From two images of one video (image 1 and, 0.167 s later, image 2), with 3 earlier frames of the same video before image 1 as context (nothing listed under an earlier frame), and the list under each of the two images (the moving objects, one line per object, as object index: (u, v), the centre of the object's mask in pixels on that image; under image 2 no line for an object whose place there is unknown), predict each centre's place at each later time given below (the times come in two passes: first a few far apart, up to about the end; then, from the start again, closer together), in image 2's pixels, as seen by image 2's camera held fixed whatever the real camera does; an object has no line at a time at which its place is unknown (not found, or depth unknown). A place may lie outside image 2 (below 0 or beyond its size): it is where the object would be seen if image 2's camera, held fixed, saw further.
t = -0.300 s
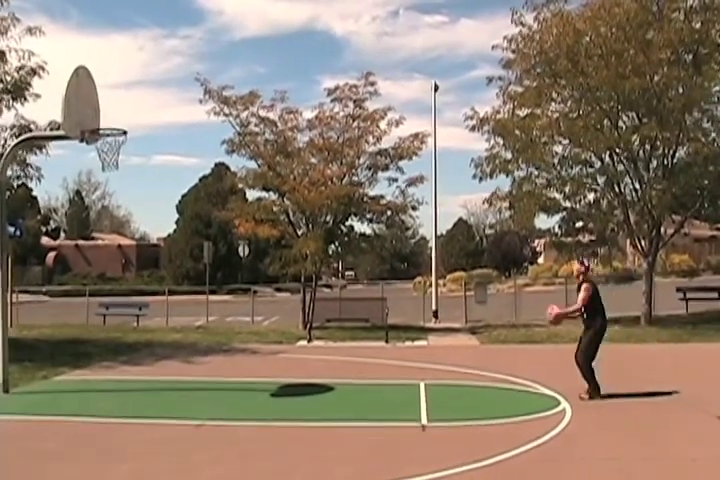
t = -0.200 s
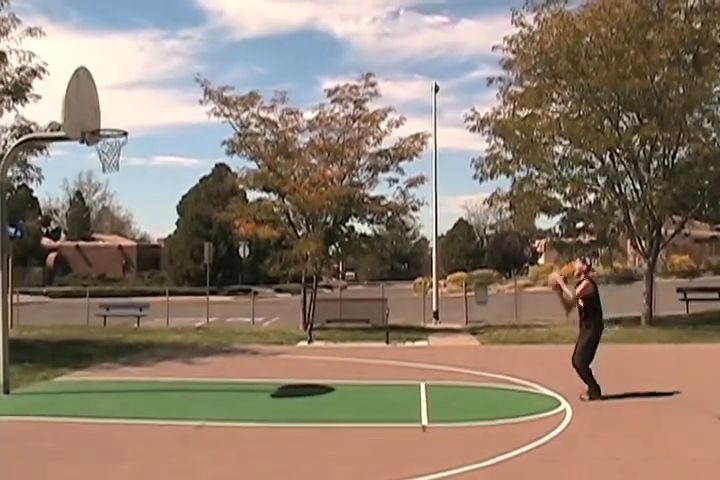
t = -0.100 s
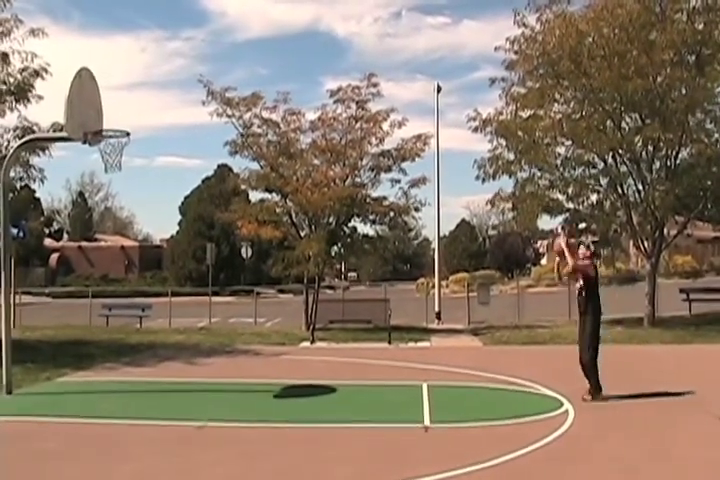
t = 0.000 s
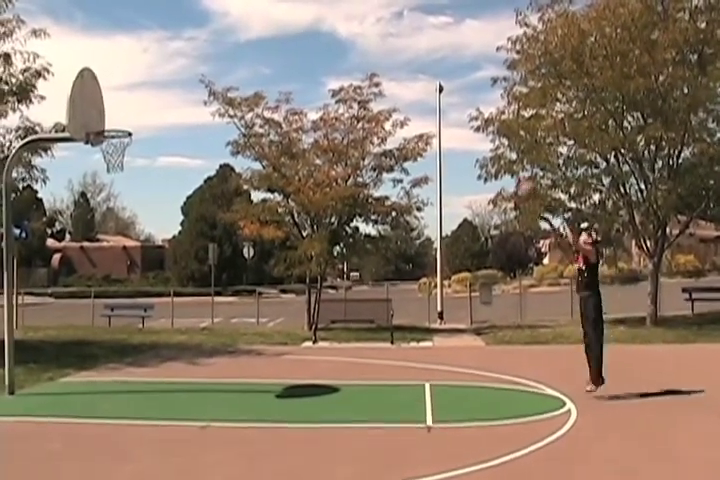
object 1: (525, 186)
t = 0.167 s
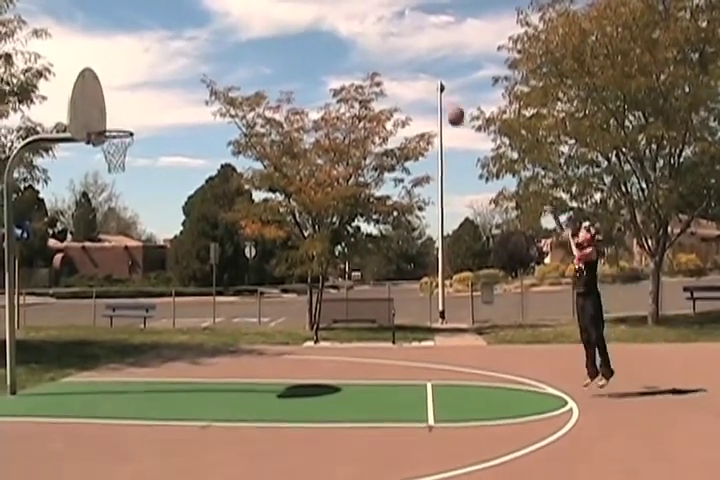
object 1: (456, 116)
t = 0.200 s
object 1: (441, 104)
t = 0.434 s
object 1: (342, 52)
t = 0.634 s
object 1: (261, 45)
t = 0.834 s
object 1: (182, 72)
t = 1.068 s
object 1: (109, 116)
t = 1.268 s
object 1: (110, 68)
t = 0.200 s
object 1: (441, 104)
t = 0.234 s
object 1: (426, 94)
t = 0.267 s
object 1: (412, 84)
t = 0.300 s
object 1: (398, 76)
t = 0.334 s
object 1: (384, 69)
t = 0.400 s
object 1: (355, 56)
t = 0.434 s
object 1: (342, 52)
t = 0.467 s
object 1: (328, 49)
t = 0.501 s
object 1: (314, 45)
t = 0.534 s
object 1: (301, 45)
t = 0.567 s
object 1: (287, 44)
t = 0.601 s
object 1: (274, 44)
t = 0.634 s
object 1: (261, 45)
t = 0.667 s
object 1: (247, 48)
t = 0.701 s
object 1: (234, 51)
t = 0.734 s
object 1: (221, 55)
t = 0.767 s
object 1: (208, 60)
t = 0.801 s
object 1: (195, 65)
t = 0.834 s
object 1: (182, 72)
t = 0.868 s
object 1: (169, 80)
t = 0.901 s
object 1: (157, 88)
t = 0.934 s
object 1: (144, 98)
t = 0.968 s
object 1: (132, 109)
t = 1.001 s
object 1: (119, 119)
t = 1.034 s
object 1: (109, 128)
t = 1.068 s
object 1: (109, 116)
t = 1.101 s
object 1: (110, 107)
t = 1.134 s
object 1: (110, 98)
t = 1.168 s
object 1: (110, 89)
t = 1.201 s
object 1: (110, 81)
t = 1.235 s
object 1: (110, 74)
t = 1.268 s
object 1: (110, 68)
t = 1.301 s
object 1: (110, 62)
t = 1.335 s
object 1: (109, 59)
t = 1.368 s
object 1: (110, 55)
